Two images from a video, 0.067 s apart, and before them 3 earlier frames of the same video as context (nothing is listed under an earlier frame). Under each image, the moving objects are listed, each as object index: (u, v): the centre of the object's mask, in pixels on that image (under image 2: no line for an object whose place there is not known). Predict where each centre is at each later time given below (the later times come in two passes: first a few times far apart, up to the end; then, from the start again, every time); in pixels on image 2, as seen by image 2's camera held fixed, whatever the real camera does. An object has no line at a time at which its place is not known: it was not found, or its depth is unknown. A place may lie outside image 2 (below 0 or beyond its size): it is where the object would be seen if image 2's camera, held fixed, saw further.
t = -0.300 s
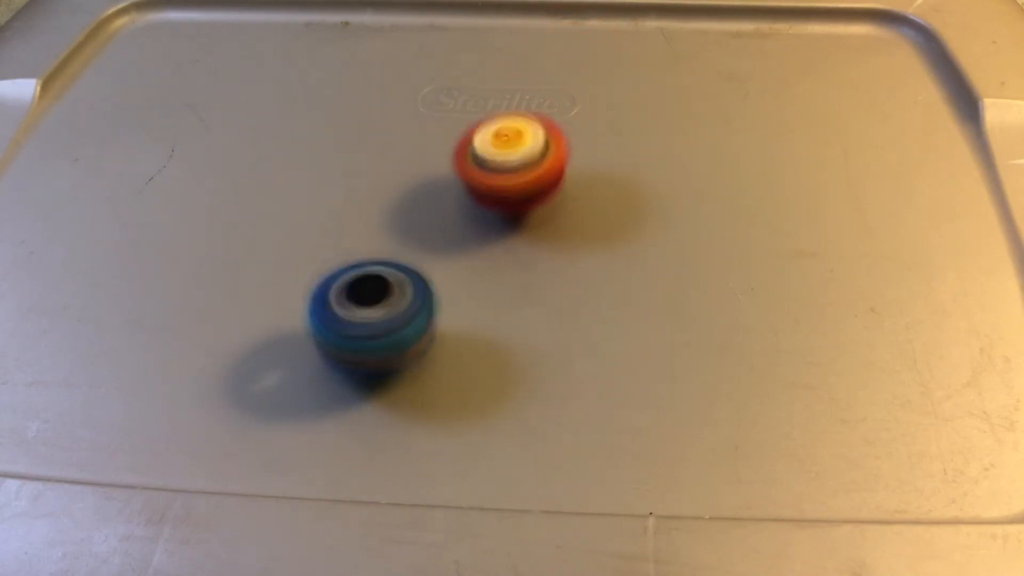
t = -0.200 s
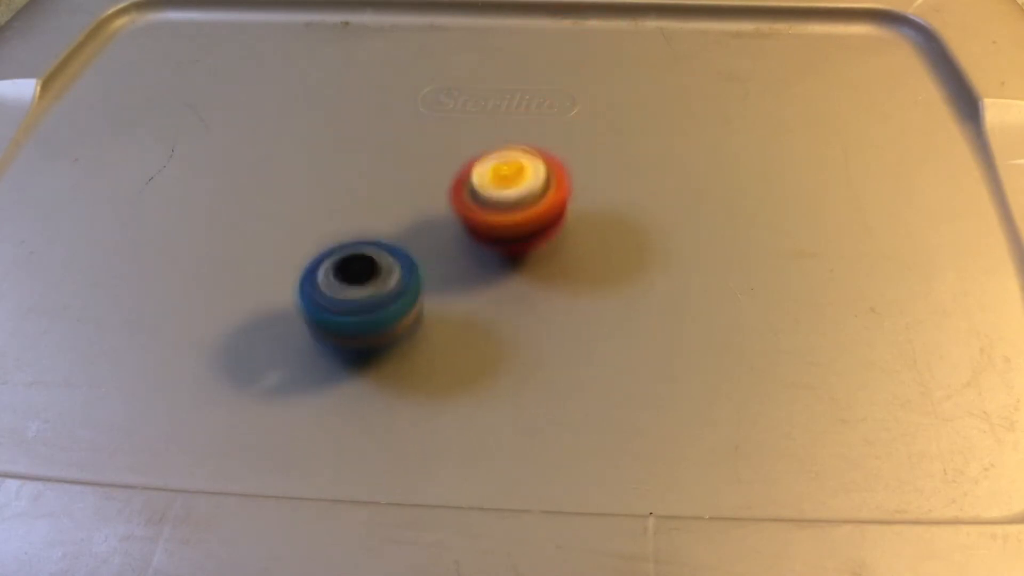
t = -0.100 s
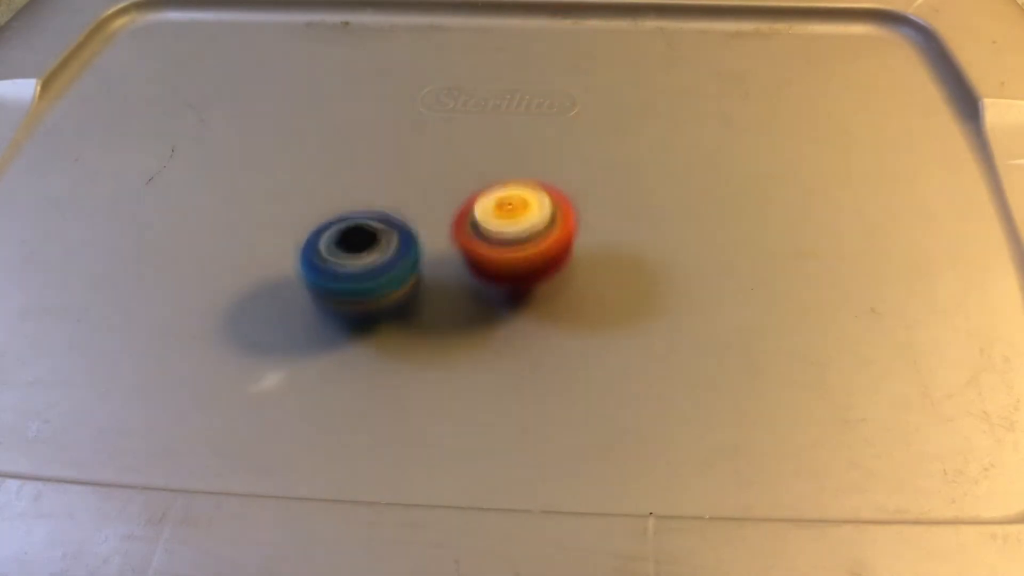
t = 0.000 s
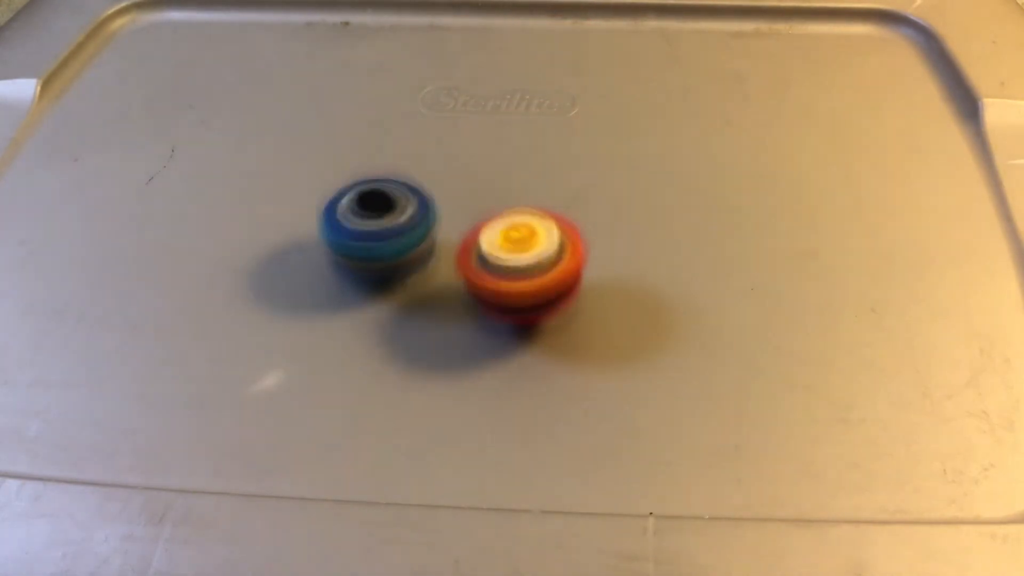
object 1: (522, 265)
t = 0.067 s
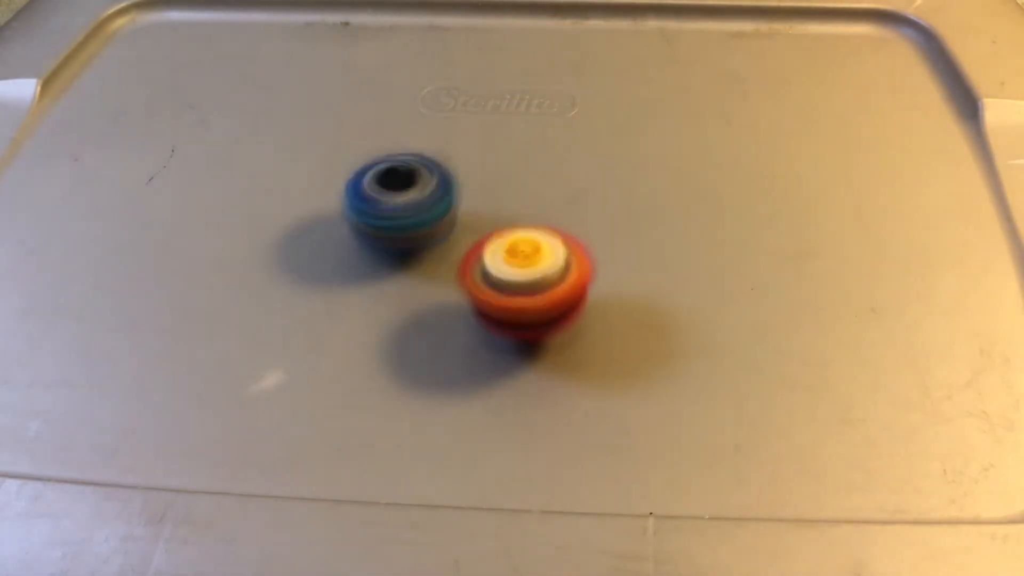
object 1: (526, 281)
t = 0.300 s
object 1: (533, 306)
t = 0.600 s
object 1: (504, 263)
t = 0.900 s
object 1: (427, 188)
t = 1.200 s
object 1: (349, 135)
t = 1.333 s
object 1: (317, 94)
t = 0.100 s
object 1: (528, 287)
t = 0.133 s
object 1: (530, 294)
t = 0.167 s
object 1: (531, 299)
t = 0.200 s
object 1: (533, 304)
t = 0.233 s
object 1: (533, 306)
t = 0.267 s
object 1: (534, 306)
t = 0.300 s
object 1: (533, 306)
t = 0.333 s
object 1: (532, 305)
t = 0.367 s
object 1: (530, 302)
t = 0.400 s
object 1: (528, 299)
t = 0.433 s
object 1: (527, 296)
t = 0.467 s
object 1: (525, 292)
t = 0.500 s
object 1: (521, 285)
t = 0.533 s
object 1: (517, 278)
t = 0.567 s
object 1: (510, 270)
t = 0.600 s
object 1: (504, 263)
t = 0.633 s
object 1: (498, 255)
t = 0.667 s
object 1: (491, 246)
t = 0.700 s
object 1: (483, 237)
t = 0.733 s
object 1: (474, 229)
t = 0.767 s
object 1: (465, 220)
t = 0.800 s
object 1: (456, 212)
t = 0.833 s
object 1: (446, 204)
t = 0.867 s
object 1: (436, 196)
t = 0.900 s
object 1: (427, 188)
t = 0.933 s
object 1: (417, 180)
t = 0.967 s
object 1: (408, 173)
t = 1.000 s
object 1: (398, 167)
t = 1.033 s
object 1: (389, 160)
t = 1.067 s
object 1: (380, 154)
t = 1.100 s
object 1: (372, 149)
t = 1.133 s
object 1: (364, 144)
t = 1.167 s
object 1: (356, 139)
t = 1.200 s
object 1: (349, 135)
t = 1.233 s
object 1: (343, 131)
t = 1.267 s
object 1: (336, 127)
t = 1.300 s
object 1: (330, 122)
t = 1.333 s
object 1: (317, 94)
